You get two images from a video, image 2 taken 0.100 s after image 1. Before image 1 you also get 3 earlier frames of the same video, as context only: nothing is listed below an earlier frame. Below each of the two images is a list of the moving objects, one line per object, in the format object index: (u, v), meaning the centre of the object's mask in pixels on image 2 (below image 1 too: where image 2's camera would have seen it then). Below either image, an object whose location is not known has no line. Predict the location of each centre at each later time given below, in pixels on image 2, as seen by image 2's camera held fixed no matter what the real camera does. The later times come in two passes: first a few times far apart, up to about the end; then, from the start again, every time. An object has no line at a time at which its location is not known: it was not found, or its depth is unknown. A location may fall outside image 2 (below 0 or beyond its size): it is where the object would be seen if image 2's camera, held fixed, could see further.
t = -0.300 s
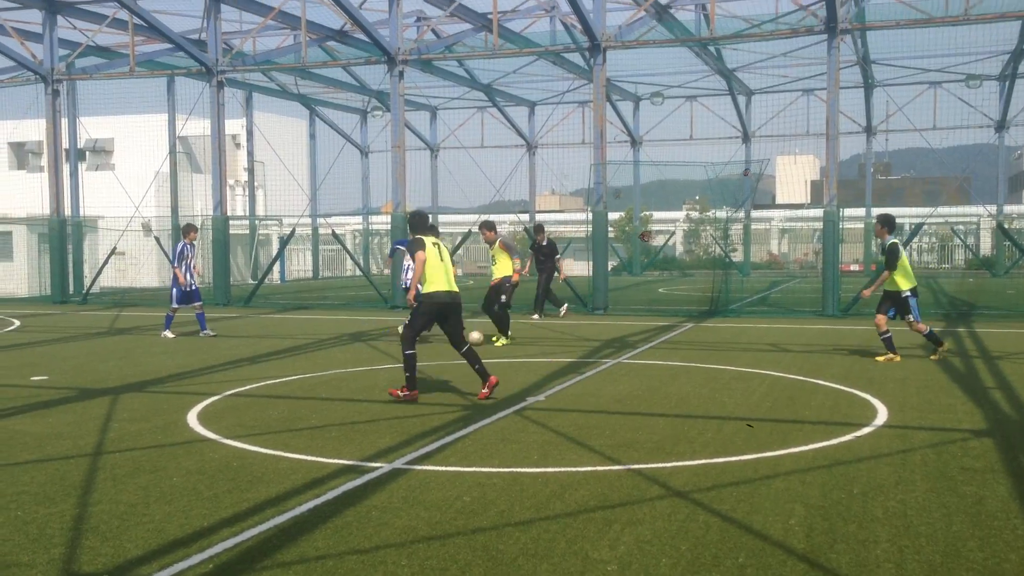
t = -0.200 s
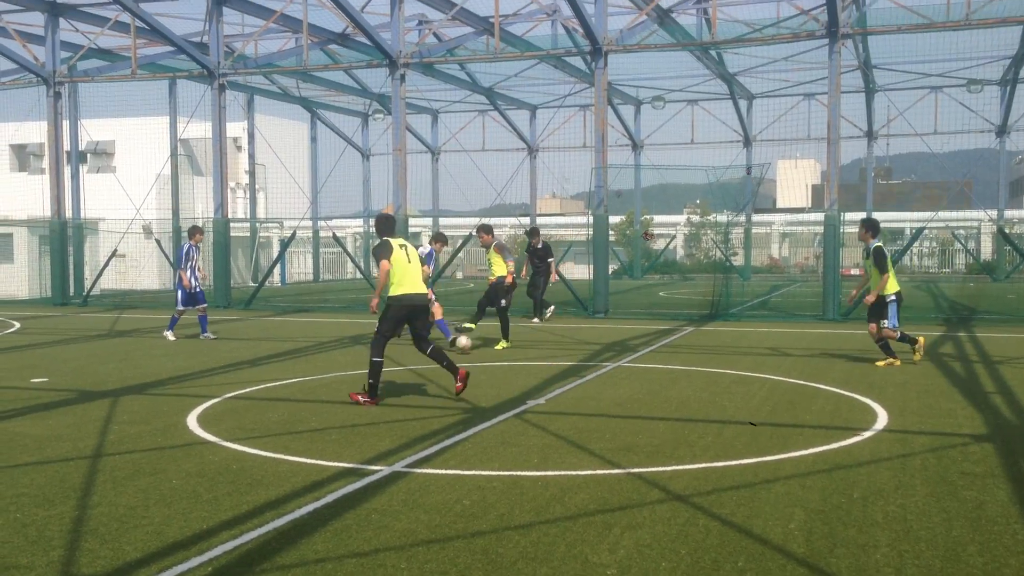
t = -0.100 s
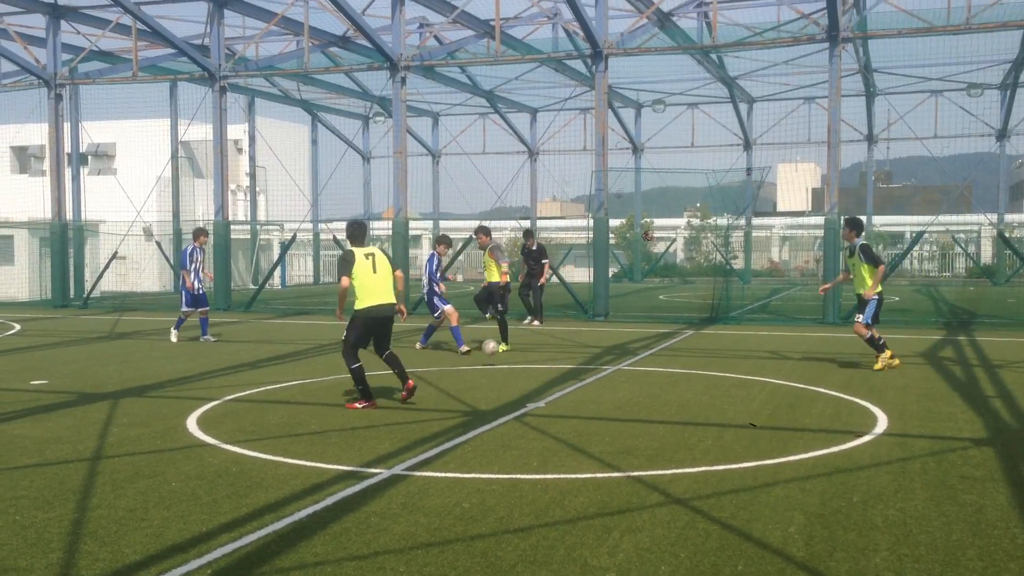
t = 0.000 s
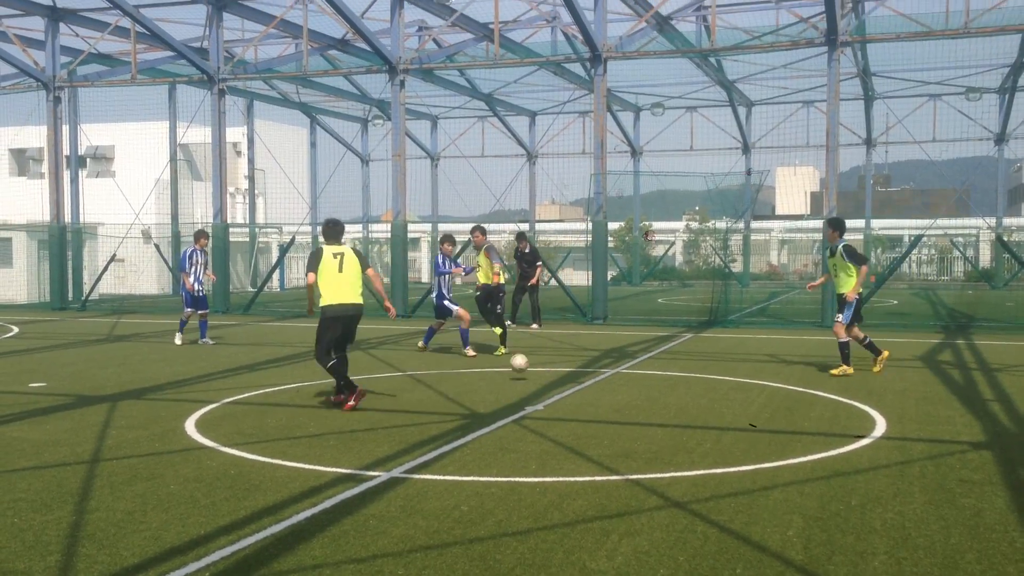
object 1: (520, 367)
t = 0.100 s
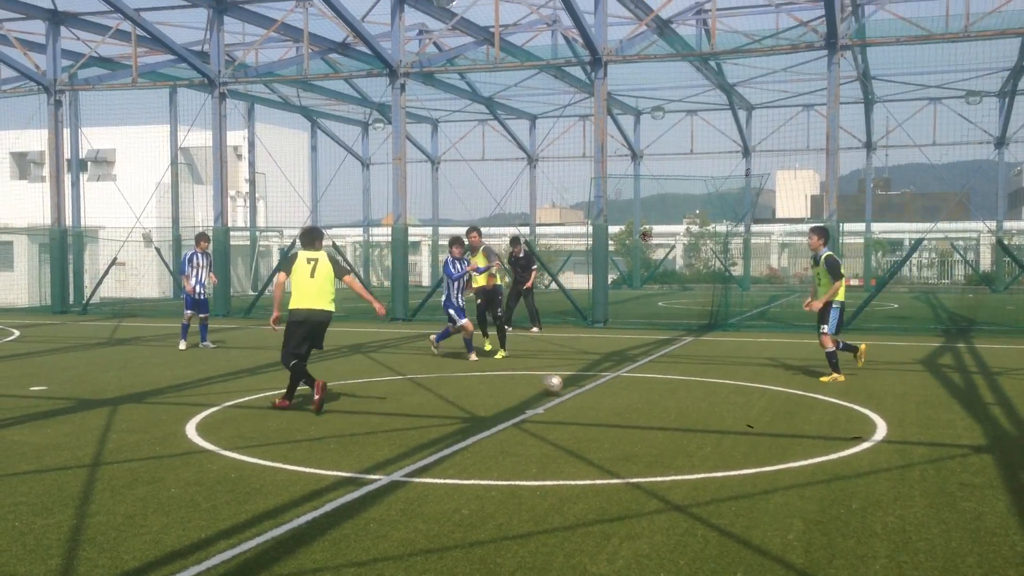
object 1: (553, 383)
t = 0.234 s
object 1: (597, 398)
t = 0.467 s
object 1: (691, 434)
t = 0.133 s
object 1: (562, 386)
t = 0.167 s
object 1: (574, 388)
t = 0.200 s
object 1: (585, 393)
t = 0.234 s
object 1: (597, 398)
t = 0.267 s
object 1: (610, 406)
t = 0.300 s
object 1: (622, 409)
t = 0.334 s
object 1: (634, 411)
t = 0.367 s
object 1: (648, 414)
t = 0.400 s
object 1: (662, 420)
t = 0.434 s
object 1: (676, 428)
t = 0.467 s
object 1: (691, 434)
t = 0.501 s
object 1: (707, 436)
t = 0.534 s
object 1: (724, 441)
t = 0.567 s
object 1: (742, 449)
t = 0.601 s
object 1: (760, 459)
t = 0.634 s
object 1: (780, 464)
